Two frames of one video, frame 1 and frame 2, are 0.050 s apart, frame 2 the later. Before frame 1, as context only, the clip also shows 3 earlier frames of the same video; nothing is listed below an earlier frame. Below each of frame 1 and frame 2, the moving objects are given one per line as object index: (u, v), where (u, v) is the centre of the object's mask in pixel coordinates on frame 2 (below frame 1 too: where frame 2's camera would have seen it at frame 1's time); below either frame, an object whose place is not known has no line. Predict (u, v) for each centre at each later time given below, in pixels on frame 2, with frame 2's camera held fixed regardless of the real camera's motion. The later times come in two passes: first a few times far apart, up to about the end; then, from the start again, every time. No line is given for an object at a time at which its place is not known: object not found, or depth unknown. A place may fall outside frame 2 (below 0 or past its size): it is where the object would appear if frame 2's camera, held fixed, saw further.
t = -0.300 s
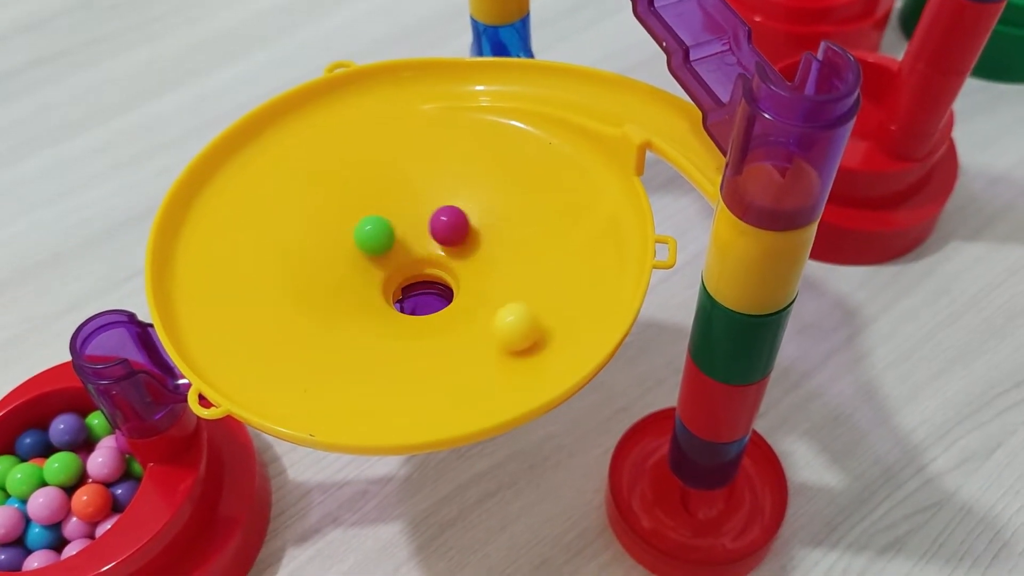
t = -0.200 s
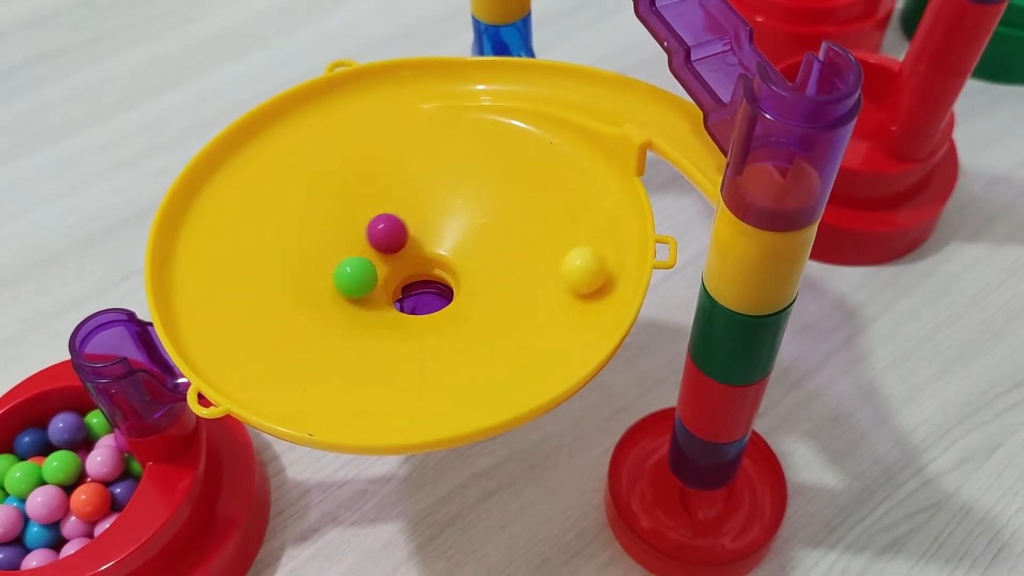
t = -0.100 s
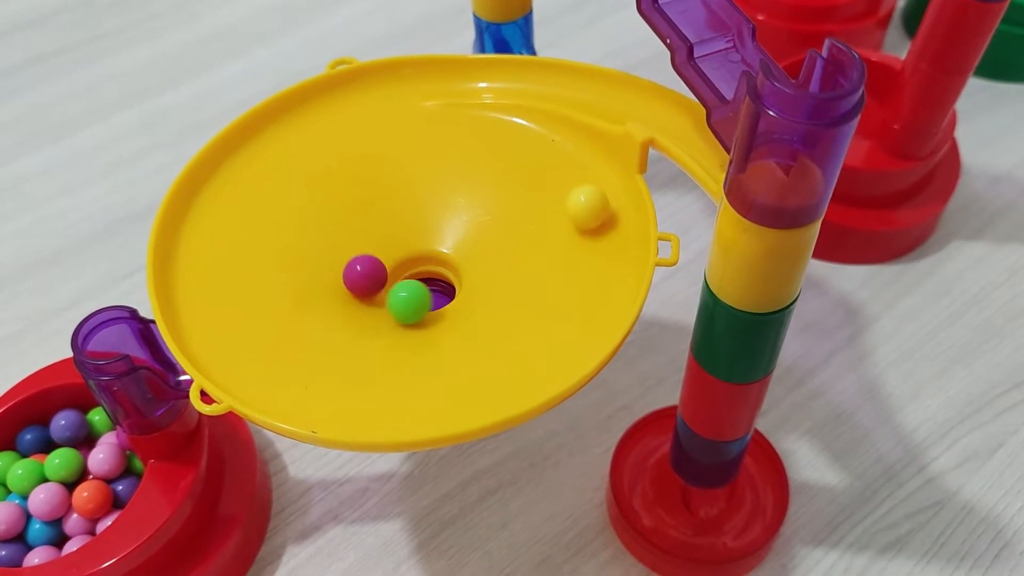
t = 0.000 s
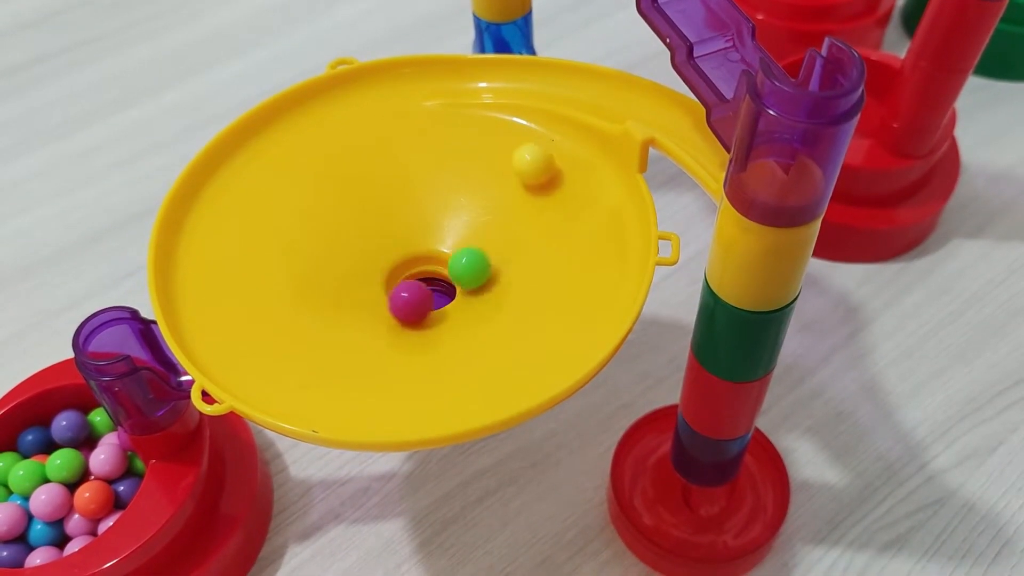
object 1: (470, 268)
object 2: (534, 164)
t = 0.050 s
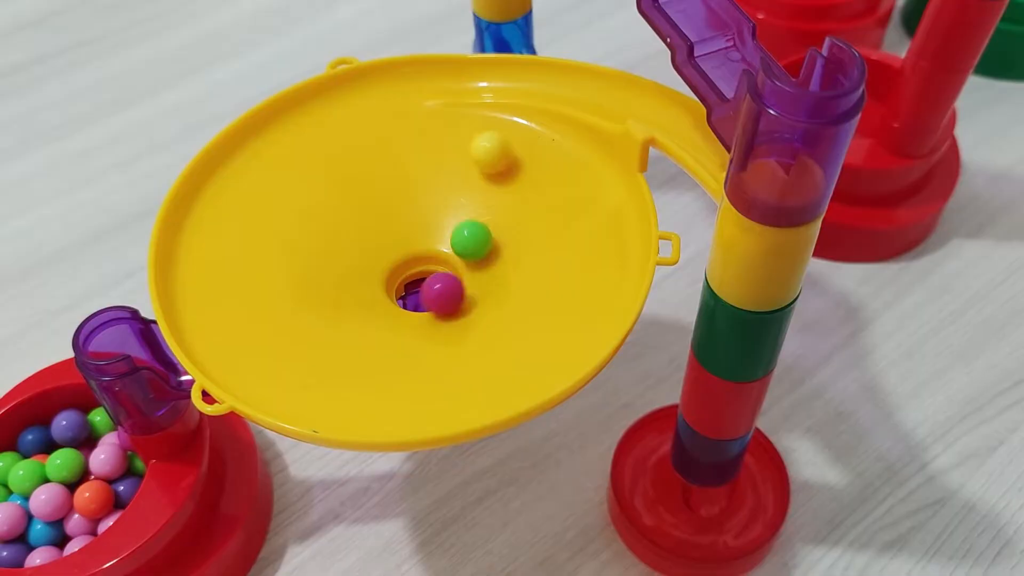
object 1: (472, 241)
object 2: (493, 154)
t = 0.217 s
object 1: (391, 231)
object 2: (328, 173)
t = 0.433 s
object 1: (436, 298)
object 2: (247, 293)
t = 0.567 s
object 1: (458, 239)
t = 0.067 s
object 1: (468, 232)
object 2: (476, 151)
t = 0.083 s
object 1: (462, 227)
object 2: (460, 150)
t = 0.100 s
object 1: (455, 222)
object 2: (443, 149)
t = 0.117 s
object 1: (446, 218)
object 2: (425, 150)
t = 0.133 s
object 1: (437, 216)
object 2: (408, 151)
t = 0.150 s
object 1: (428, 216)
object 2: (392, 154)
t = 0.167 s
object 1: (418, 218)
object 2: (375, 157)
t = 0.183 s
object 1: (408, 221)
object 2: (358, 162)
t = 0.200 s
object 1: (400, 225)
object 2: (344, 167)
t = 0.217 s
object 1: (391, 231)
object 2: (328, 173)
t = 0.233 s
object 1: (384, 238)
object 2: (314, 180)
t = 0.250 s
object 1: (378, 245)
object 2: (301, 188)
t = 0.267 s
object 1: (374, 255)
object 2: (289, 196)
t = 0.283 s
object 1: (372, 264)
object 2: (279, 205)
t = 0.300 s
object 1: (373, 272)
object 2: (270, 214)
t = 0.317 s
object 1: (375, 280)
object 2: (261, 223)
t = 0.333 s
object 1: (381, 287)
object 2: (255, 233)
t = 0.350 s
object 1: (388, 293)
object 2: (250, 243)
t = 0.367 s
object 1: (397, 298)
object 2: (246, 253)
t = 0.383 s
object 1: (406, 300)
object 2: (244, 263)
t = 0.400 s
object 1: (416, 301)
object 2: (243, 274)
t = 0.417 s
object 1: (427, 300)
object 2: (244, 283)
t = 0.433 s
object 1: (436, 298)
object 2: (247, 293)
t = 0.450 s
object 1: (446, 294)
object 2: (251, 302)
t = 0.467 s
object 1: (455, 288)
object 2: (258, 312)
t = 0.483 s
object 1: (461, 281)
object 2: (265, 319)
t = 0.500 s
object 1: (465, 272)
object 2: (275, 327)
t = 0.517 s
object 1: (467, 264)
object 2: (286, 334)
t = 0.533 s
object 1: (467, 256)
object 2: (299, 339)
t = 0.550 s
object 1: (464, 247)
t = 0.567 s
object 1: (458, 239)
